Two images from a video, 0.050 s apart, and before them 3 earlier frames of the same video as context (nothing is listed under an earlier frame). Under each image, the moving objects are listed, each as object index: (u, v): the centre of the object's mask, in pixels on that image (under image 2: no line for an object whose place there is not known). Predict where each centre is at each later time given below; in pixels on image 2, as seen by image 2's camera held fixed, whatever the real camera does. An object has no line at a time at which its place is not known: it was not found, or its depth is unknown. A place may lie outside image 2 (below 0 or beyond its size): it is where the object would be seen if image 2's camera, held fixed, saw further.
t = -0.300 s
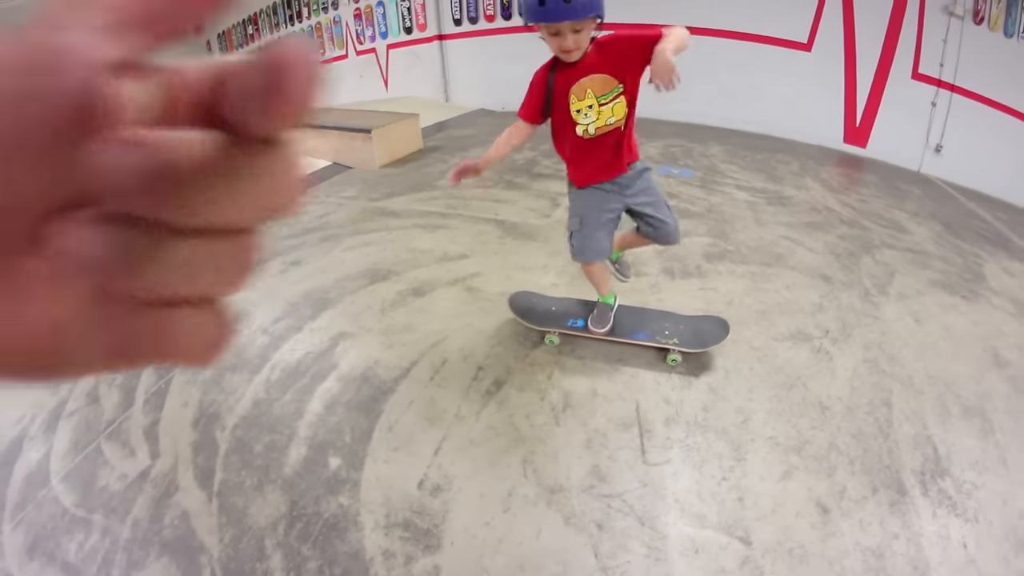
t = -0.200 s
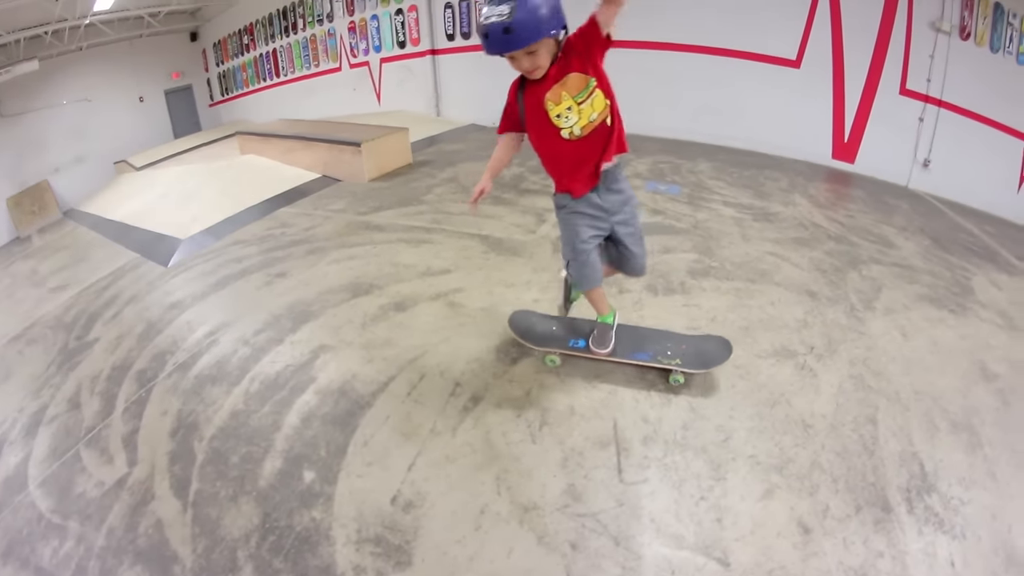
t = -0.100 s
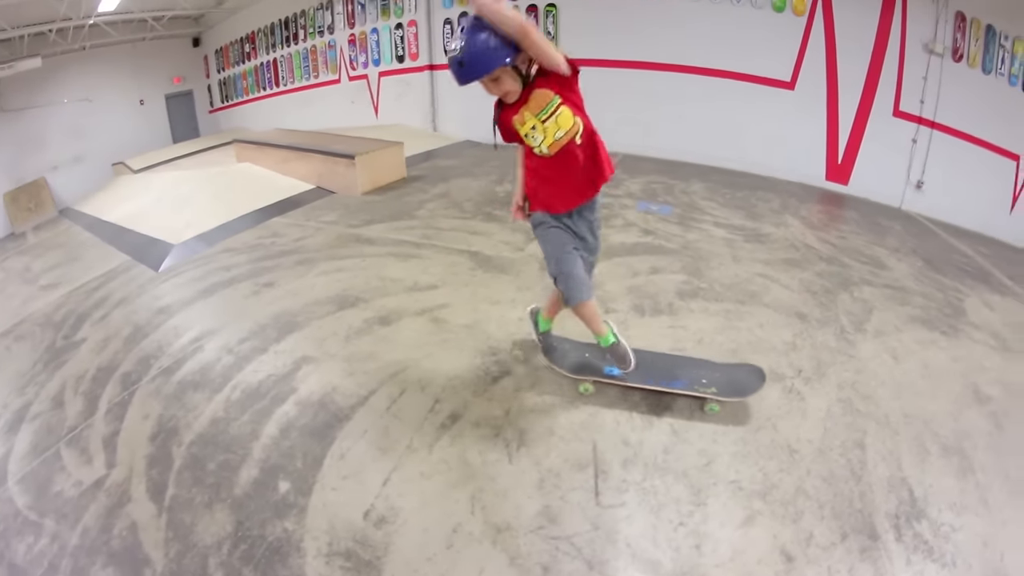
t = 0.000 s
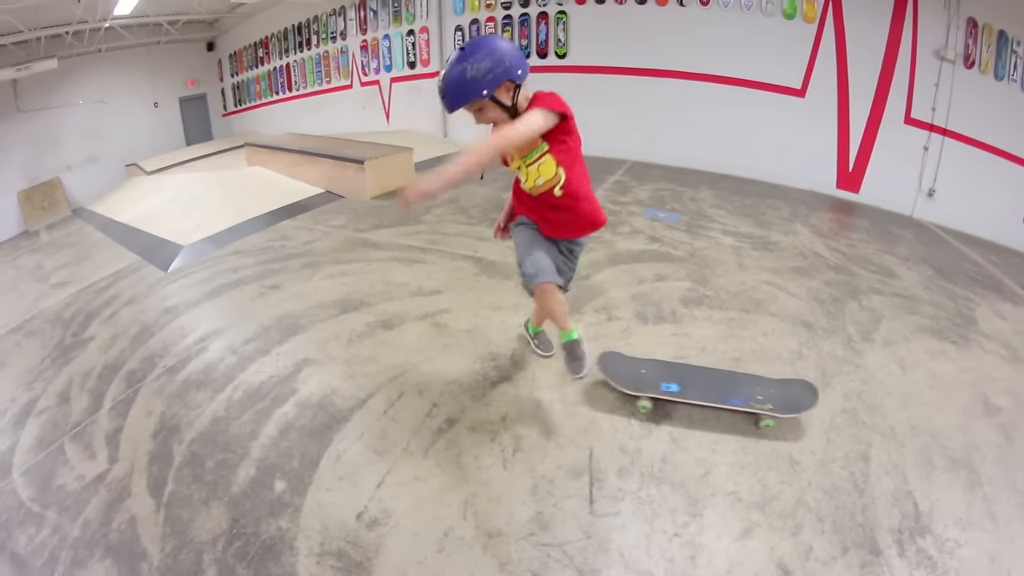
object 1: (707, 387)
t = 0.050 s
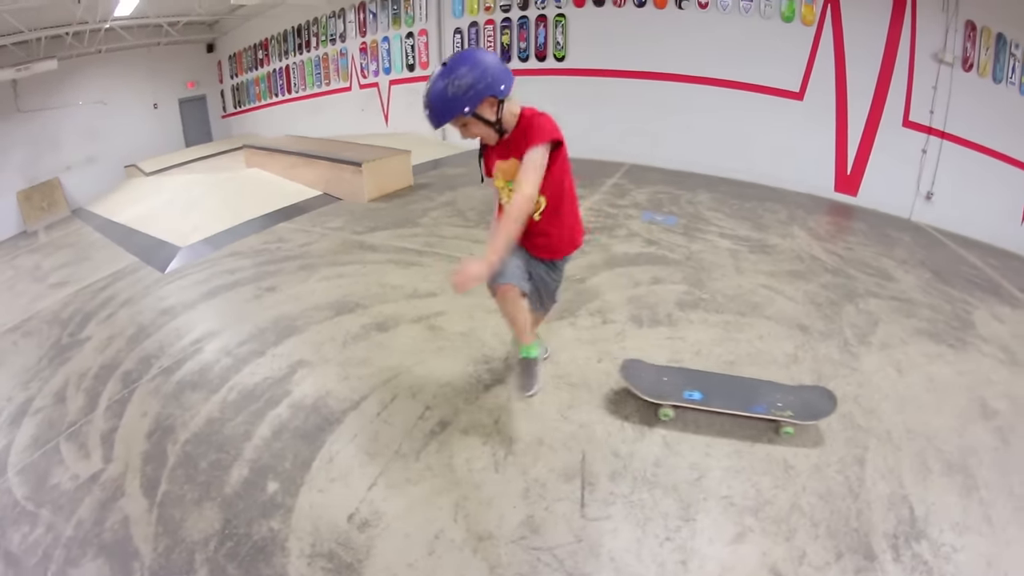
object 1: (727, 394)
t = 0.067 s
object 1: (736, 395)
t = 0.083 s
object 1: (744, 396)
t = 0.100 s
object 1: (753, 397)
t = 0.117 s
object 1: (761, 399)
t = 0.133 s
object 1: (769, 400)
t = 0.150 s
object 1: (778, 401)
